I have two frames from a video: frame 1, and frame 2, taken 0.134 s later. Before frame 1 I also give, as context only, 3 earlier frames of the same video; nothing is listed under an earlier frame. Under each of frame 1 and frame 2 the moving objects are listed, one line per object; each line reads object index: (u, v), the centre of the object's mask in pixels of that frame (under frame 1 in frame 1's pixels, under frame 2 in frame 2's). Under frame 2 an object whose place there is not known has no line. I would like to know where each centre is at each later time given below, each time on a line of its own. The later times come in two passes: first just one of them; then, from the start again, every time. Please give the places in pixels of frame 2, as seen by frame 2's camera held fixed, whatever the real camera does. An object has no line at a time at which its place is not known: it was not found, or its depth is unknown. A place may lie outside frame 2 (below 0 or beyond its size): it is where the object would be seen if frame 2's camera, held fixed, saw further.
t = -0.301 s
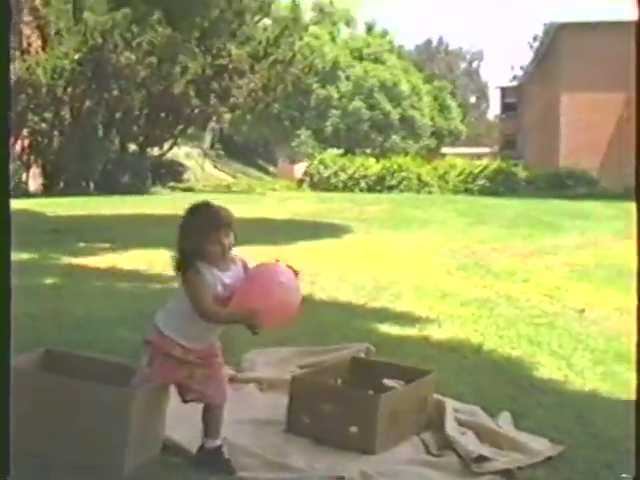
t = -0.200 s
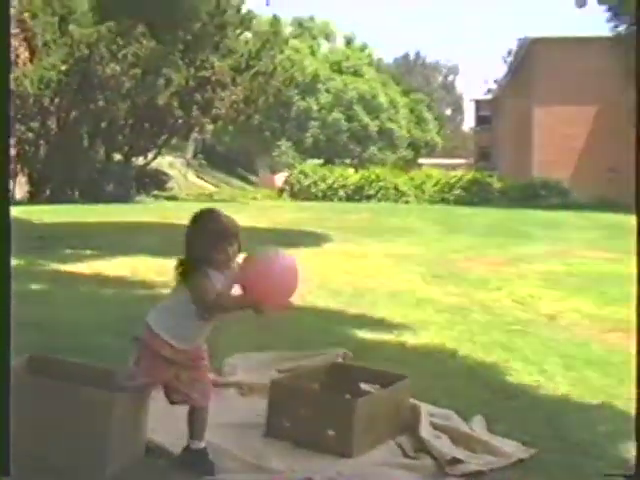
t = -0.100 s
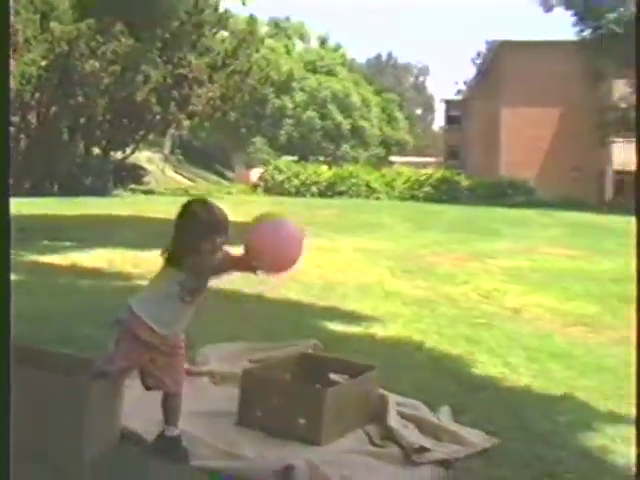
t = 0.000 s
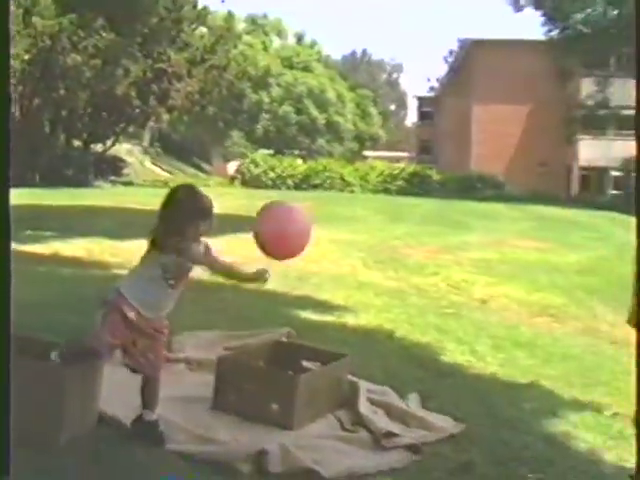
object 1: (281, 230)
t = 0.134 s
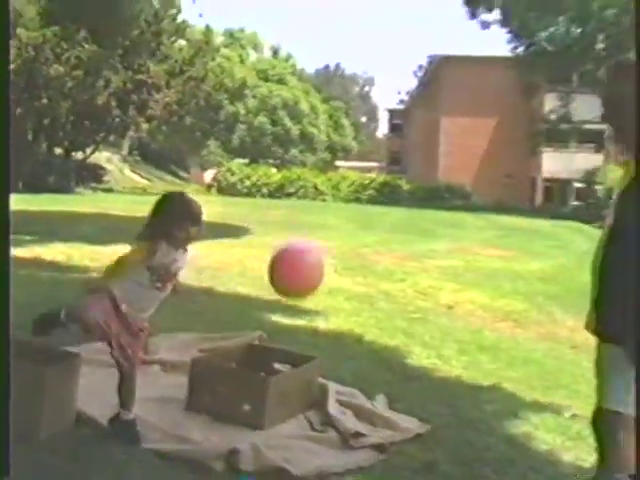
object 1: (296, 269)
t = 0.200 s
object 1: (308, 298)
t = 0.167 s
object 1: (306, 283)
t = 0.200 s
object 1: (308, 298)
